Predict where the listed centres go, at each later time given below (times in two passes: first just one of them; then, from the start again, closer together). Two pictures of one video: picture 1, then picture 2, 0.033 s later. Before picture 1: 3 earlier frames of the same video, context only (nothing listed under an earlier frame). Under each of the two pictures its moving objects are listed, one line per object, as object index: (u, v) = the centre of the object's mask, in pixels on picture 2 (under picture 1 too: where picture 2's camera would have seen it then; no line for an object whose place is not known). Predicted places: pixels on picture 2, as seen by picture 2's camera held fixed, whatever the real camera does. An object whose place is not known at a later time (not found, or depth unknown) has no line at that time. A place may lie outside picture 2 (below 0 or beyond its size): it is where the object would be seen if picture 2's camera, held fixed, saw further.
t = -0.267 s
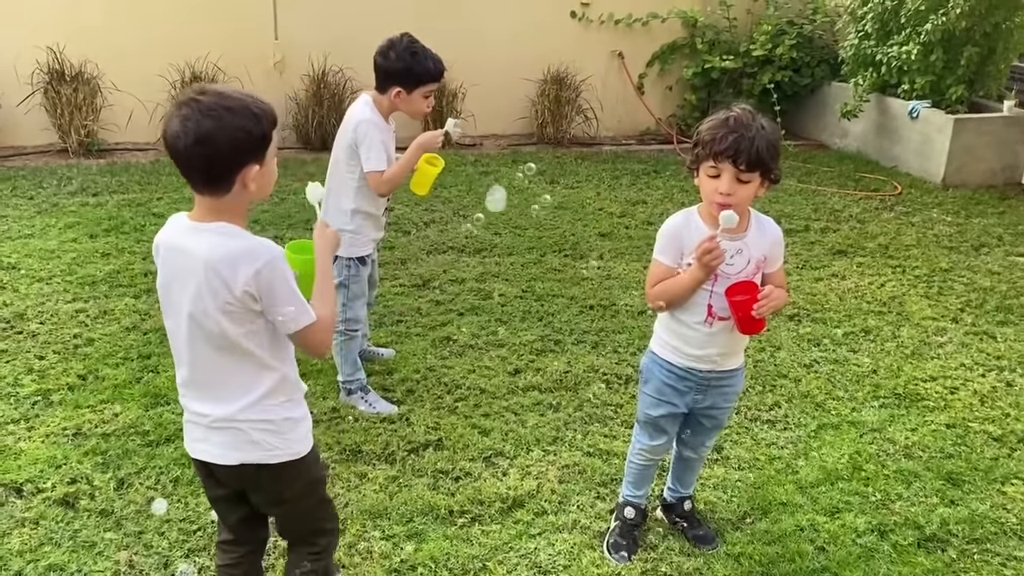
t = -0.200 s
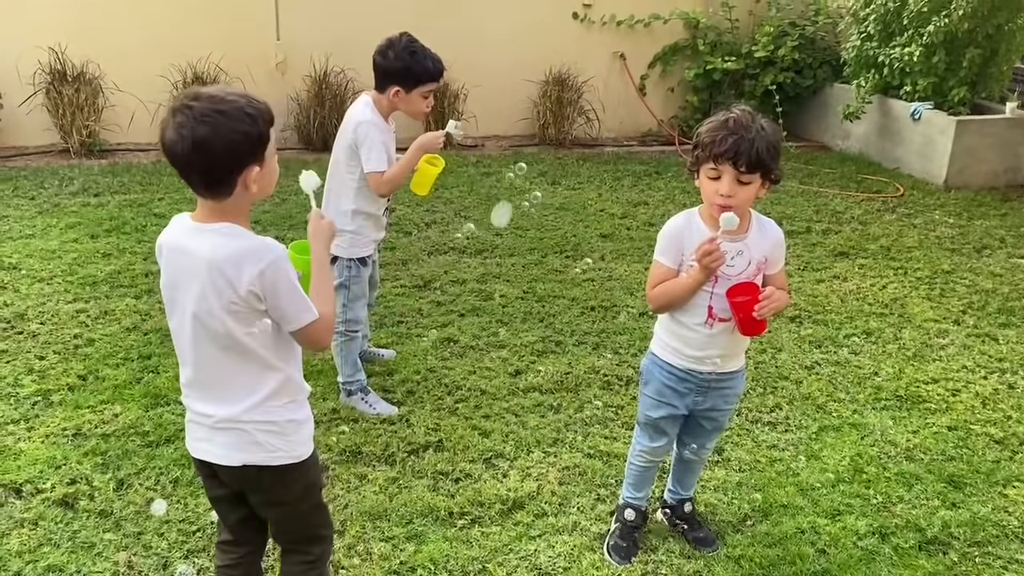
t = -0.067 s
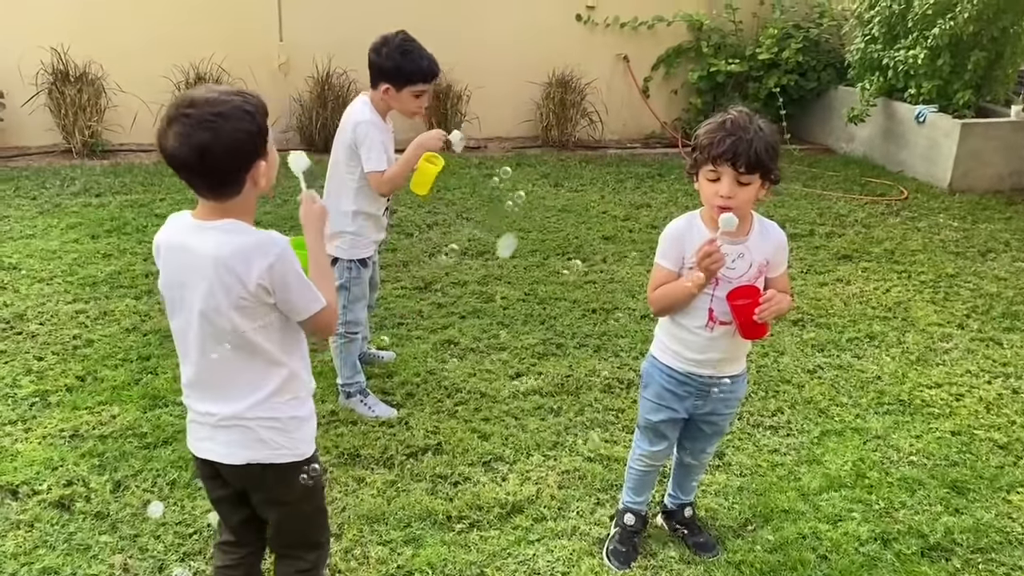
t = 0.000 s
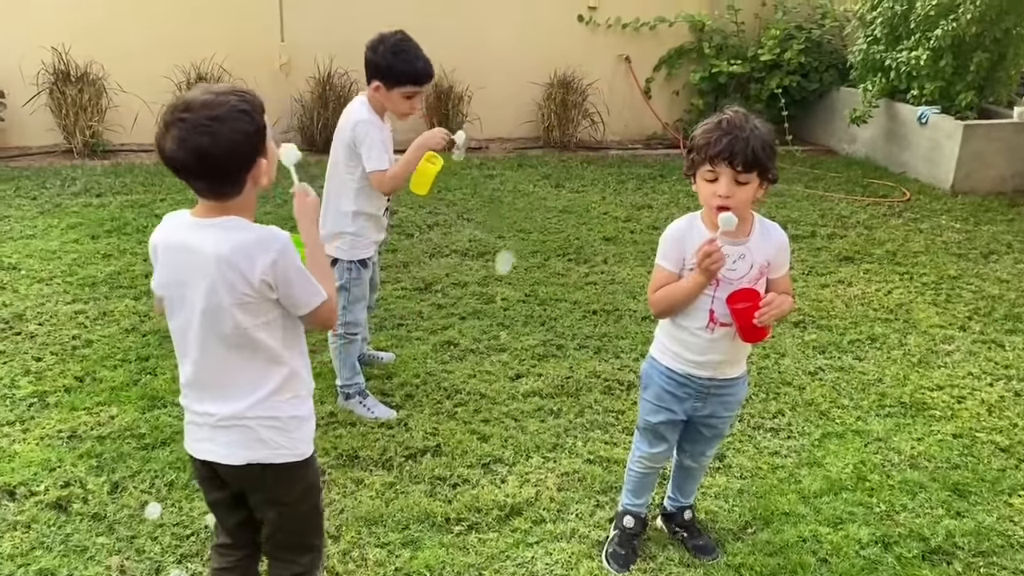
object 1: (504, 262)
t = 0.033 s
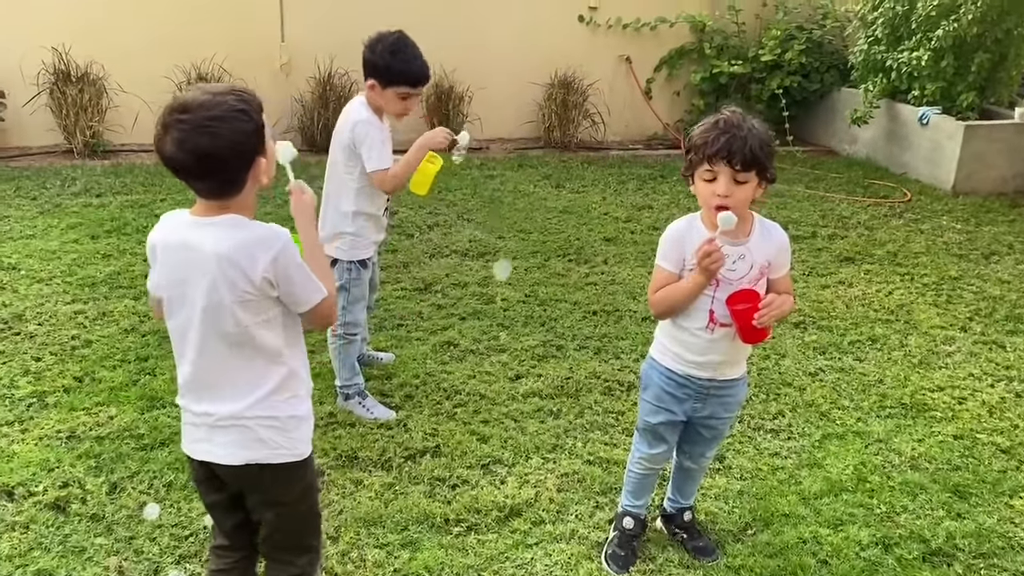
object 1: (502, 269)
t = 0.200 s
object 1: (497, 295)
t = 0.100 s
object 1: (499, 283)
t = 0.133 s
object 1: (499, 291)
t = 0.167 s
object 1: (498, 295)
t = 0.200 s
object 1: (497, 295)
